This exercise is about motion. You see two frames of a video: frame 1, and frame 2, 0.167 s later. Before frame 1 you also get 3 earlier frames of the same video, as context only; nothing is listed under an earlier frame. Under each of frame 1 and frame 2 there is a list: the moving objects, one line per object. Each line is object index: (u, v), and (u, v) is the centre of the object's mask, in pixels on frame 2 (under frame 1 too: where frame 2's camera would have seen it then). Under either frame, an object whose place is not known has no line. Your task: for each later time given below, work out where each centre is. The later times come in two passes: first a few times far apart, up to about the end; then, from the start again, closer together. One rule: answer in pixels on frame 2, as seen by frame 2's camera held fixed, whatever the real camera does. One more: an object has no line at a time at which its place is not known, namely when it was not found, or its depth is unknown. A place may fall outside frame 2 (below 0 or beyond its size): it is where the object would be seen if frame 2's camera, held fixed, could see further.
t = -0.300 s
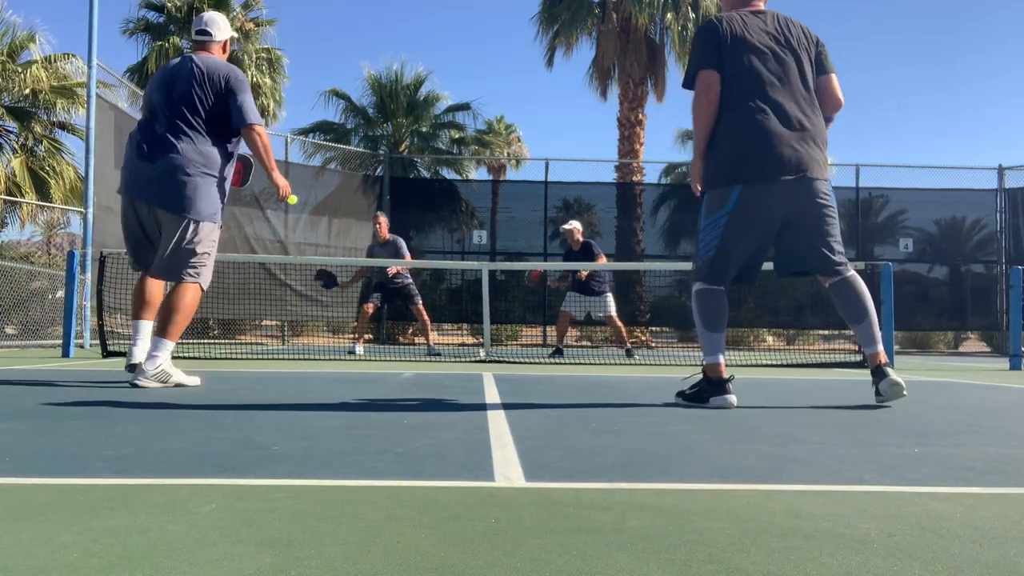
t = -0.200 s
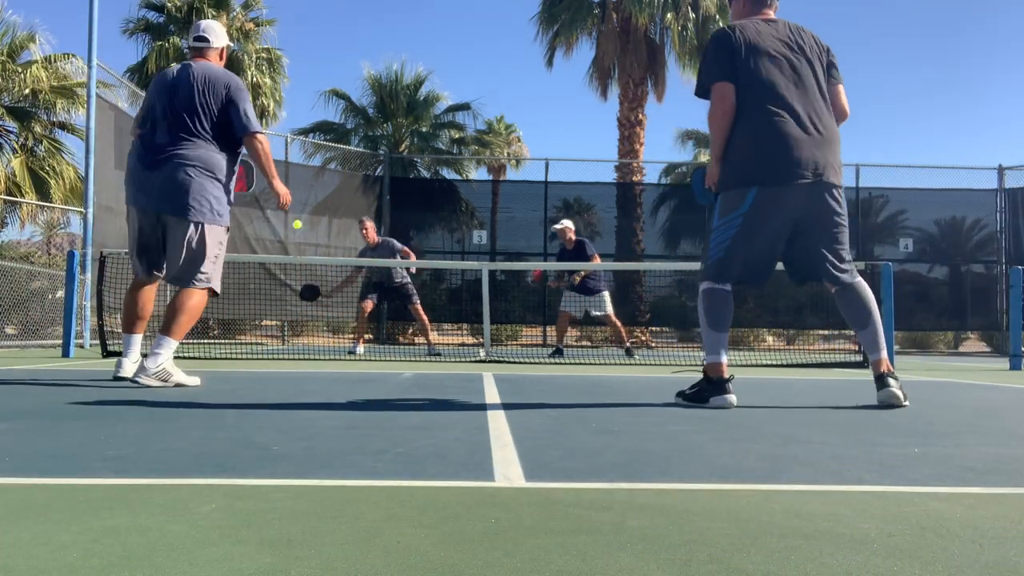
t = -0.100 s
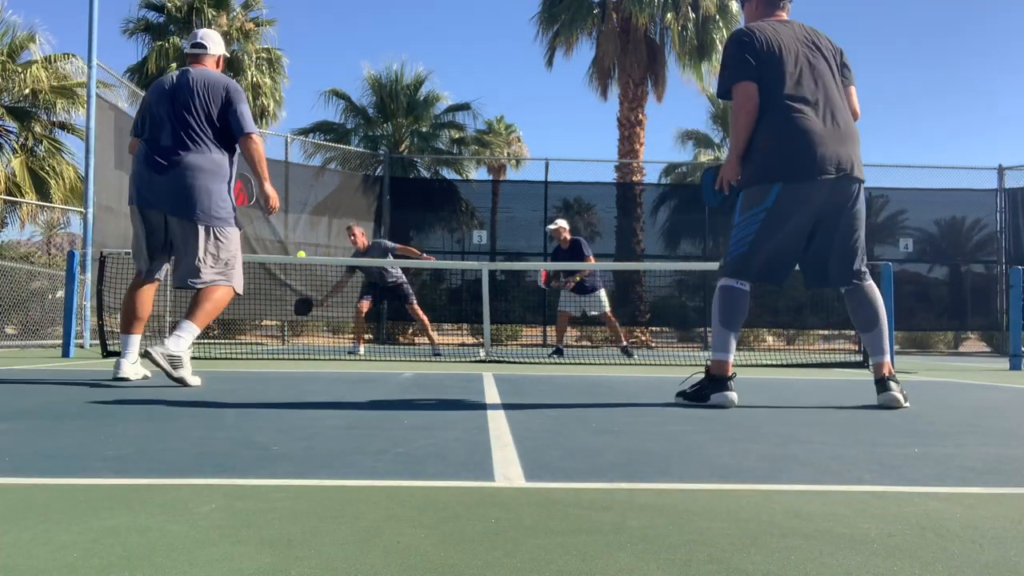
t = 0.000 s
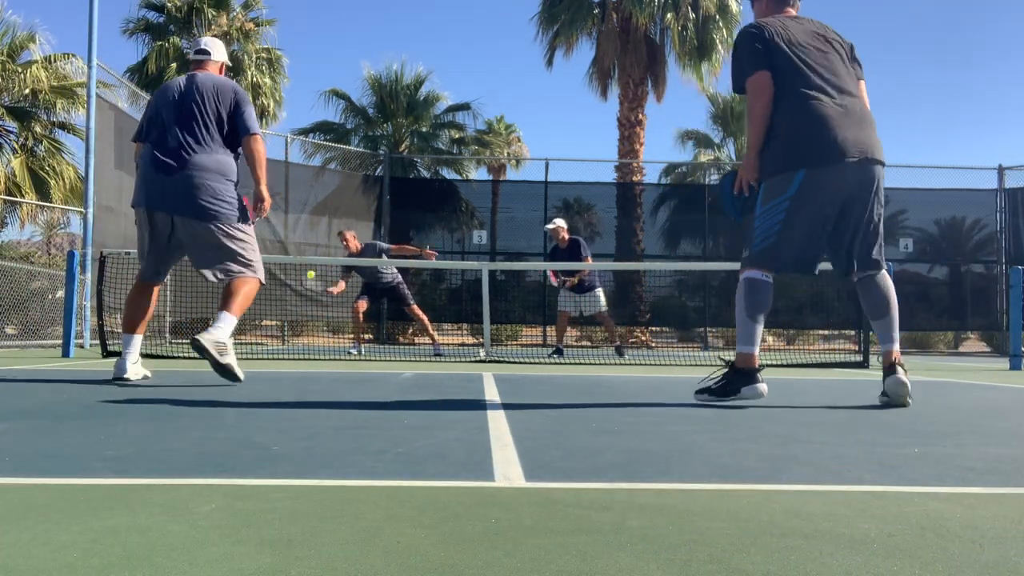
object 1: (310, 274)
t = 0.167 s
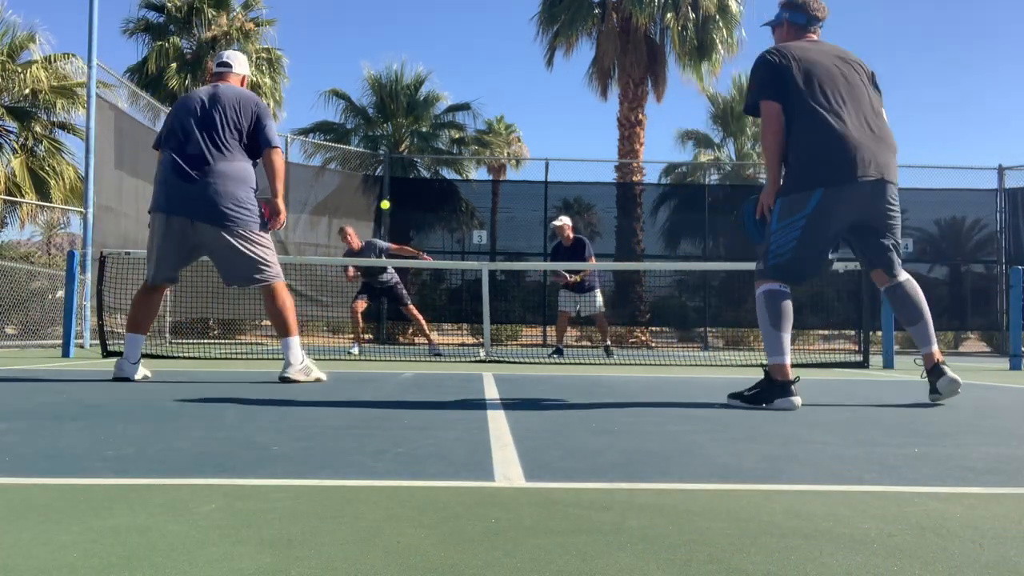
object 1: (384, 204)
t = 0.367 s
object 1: (492, 147)
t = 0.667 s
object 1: (715, 152)
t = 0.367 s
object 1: (492, 147)
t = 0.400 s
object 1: (513, 141)
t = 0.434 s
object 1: (534, 136)
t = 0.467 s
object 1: (557, 133)
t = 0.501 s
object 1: (580, 132)
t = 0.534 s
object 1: (604, 132)
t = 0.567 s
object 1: (630, 134)
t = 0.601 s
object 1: (657, 138)
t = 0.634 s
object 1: (685, 144)
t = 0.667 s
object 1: (715, 152)
